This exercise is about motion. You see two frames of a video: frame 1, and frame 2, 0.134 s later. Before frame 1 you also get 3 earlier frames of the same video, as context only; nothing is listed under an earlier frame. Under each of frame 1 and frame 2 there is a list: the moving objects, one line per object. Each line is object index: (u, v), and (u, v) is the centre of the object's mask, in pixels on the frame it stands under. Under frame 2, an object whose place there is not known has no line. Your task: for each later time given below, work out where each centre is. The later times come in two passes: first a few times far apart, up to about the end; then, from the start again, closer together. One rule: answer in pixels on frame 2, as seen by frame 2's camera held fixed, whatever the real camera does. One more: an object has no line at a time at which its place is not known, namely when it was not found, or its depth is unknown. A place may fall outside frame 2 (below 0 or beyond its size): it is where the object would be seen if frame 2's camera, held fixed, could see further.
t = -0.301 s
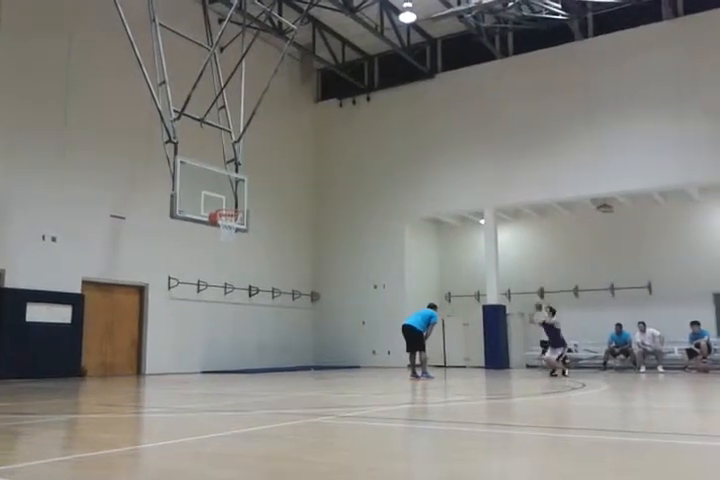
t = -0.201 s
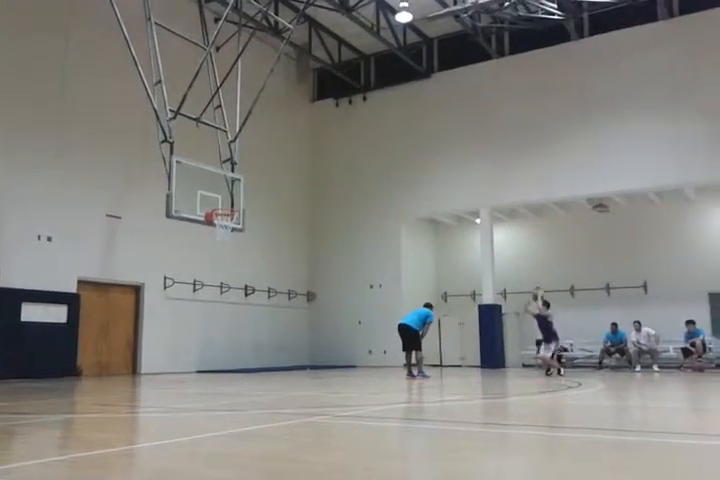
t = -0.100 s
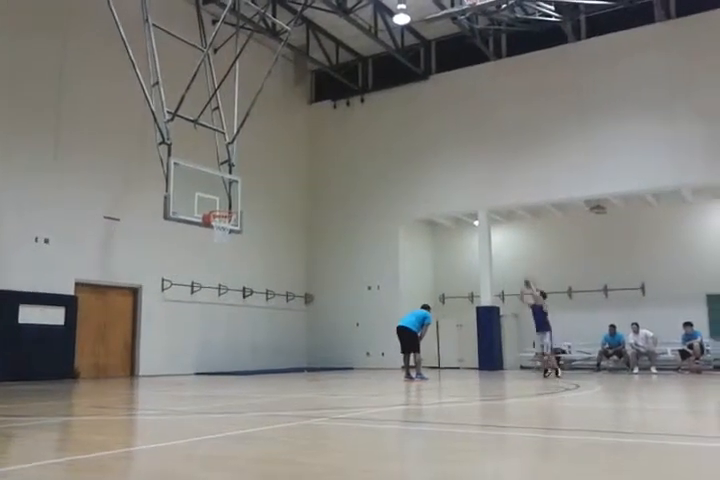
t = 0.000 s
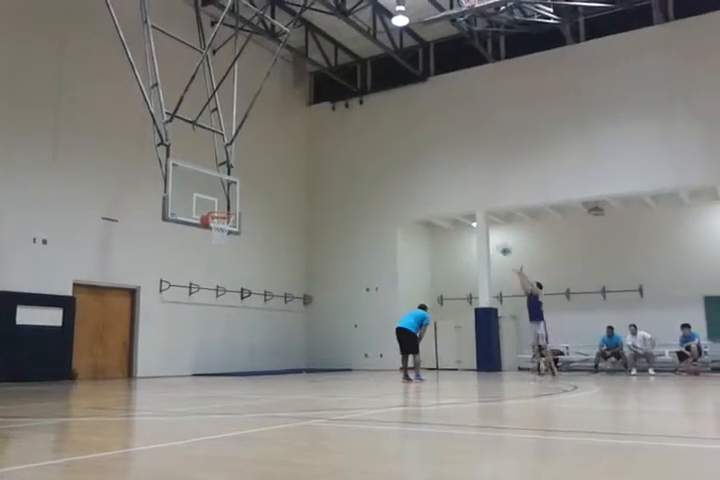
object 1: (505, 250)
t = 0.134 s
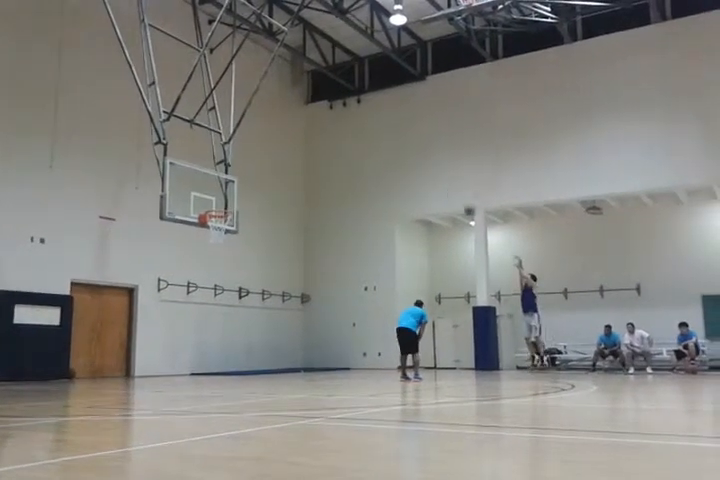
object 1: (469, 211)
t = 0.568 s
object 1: (366, 139)
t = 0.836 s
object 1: (304, 139)
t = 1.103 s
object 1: (238, 175)
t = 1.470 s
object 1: (239, 199)
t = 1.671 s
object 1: (270, 212)
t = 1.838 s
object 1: (299, 242)
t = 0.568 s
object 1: (366, 139)
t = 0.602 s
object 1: (358, 137)
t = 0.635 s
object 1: (349, 136)
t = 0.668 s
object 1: (342, 135)
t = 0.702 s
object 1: (335, 135)
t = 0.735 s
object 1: (327, 136)
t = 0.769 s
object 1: (319, 135)
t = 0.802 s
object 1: (311, 136)
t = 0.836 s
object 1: (304, 139)
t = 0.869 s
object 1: (295, 142)
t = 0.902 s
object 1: (286, 145)
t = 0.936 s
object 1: (278, 149)
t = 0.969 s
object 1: (270, 153)
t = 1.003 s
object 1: (263, 158)
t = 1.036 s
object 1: (254, 163)
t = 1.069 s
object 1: (247, 169)
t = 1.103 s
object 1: (238, 175)
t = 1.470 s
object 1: (239, 199)
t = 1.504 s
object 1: (245, 199)
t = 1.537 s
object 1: (250, 200)
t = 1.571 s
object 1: (254, 202)
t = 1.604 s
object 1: (260, 204)
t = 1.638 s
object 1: (265, 208)
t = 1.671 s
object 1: (270, 212)
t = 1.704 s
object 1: (276, 216)
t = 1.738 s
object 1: (281, 222)
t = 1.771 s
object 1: (286, 229)
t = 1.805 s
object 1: (292, 235)
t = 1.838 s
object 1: (299, 242)
